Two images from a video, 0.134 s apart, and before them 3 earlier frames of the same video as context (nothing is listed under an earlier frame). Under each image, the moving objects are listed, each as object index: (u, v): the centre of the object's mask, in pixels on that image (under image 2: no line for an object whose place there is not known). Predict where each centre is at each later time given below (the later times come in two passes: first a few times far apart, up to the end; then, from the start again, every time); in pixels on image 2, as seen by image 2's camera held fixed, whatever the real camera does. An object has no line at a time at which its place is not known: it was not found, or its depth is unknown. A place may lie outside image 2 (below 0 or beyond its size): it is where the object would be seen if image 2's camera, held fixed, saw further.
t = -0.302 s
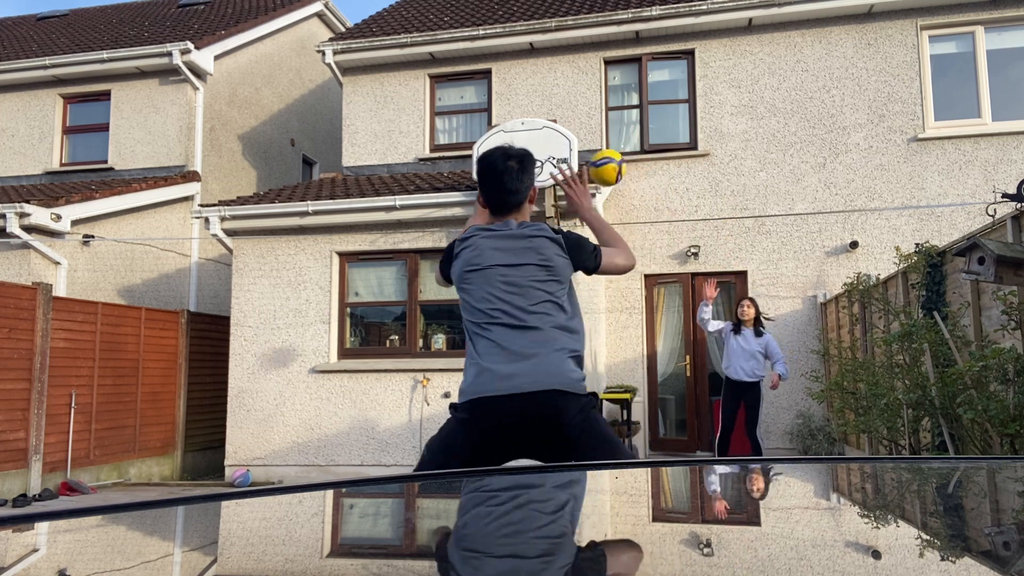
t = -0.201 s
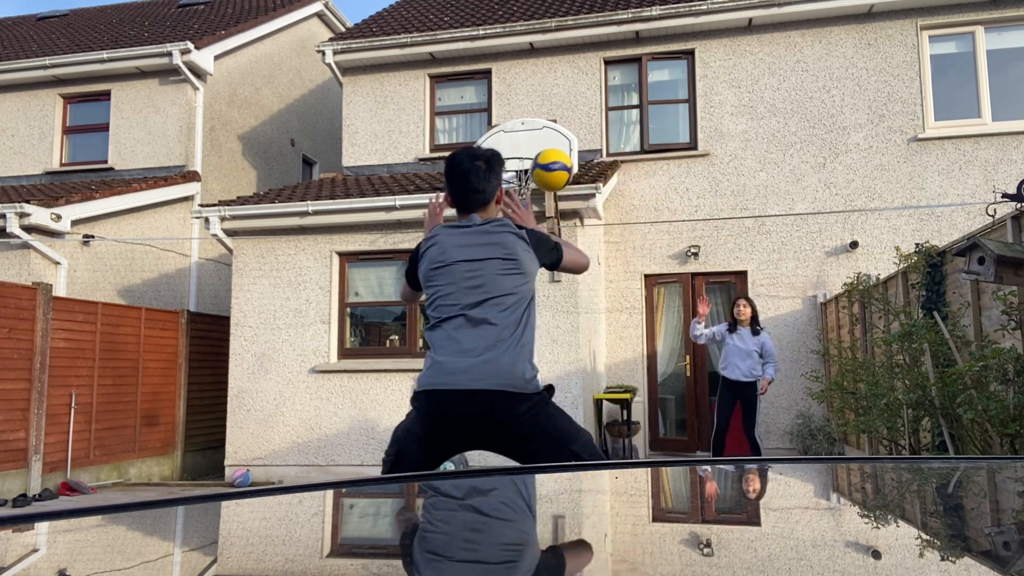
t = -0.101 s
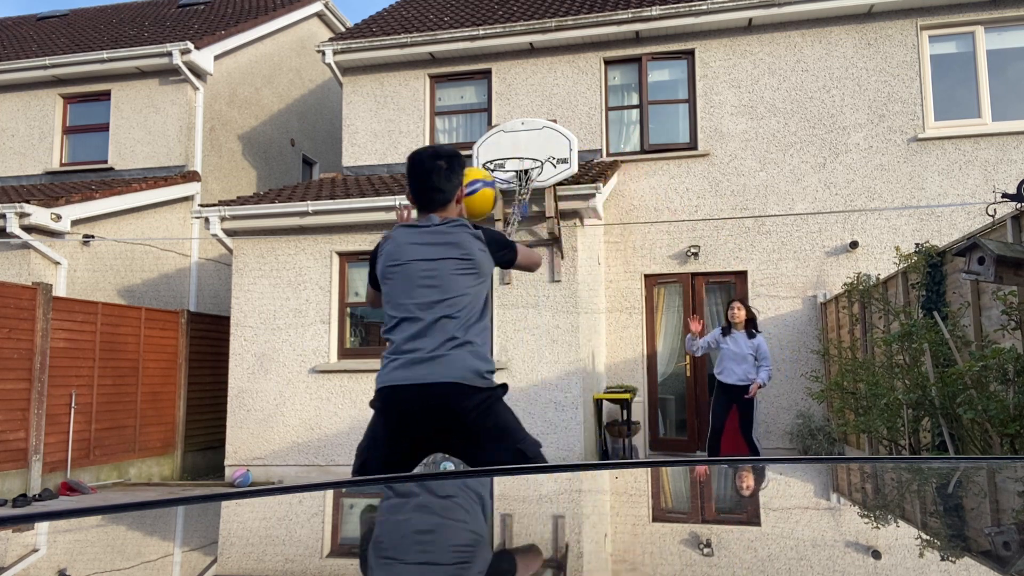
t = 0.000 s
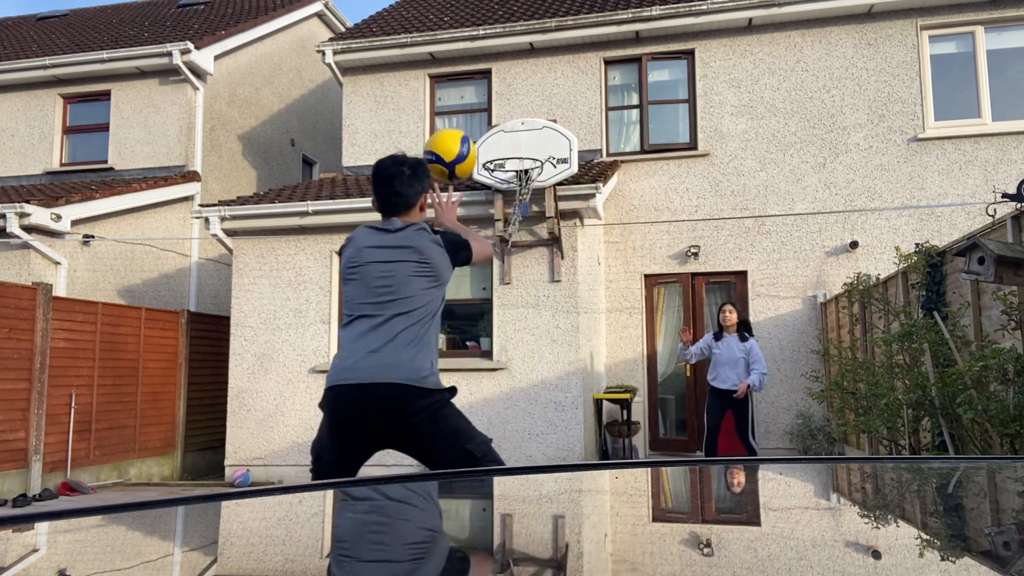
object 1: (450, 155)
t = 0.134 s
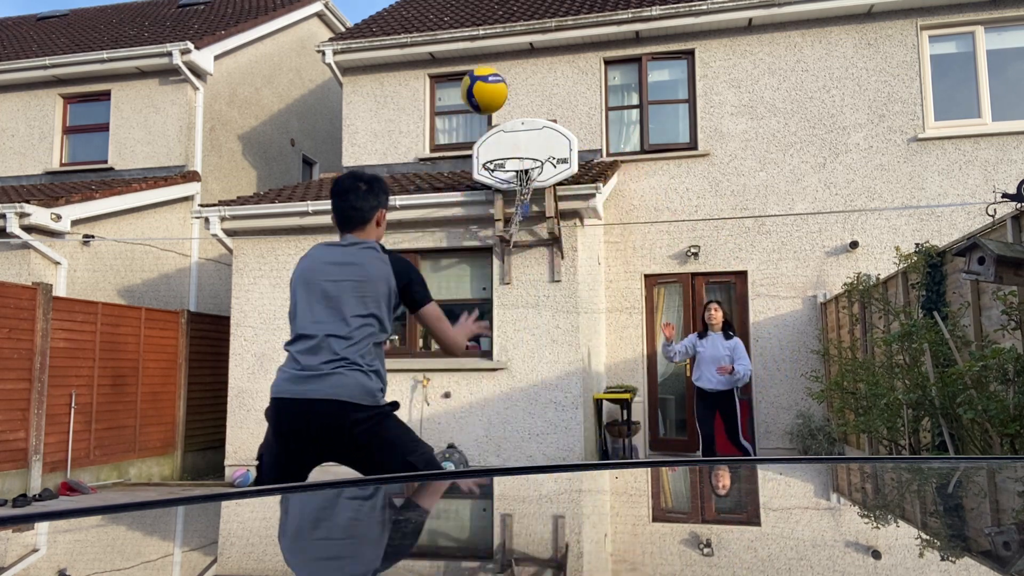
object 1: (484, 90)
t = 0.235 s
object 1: (503, 73)
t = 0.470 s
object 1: (539, 104)
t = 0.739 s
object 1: (570, 222)
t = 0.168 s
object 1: (491, 81)
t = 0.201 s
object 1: (497, 76)
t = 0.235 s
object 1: (503, 73)
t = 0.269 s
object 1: (509, 73)
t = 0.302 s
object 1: (515, 74)
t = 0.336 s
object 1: (521, 77)
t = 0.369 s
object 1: (526, 80)
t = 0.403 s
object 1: (531, 86)
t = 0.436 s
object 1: (535, 94)
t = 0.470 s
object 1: (539, 104)
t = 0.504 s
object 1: (543, 114)
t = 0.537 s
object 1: (548, 127)
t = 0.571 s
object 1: (552, 140)
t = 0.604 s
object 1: (556, 153)
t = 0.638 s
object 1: (560, 169)
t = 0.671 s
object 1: (563, 185)
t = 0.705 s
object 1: (567, 203)
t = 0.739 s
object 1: (570, 222)
